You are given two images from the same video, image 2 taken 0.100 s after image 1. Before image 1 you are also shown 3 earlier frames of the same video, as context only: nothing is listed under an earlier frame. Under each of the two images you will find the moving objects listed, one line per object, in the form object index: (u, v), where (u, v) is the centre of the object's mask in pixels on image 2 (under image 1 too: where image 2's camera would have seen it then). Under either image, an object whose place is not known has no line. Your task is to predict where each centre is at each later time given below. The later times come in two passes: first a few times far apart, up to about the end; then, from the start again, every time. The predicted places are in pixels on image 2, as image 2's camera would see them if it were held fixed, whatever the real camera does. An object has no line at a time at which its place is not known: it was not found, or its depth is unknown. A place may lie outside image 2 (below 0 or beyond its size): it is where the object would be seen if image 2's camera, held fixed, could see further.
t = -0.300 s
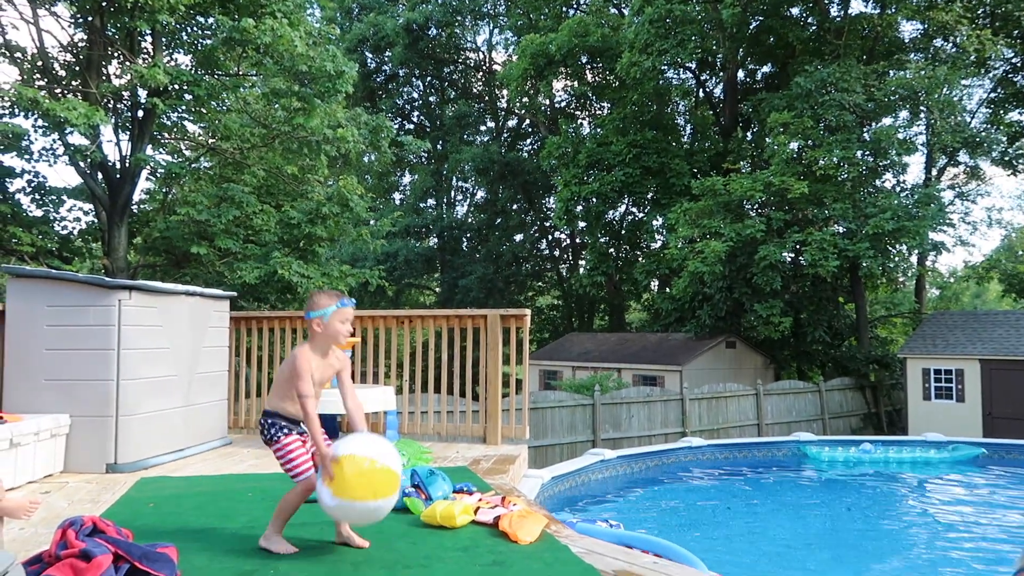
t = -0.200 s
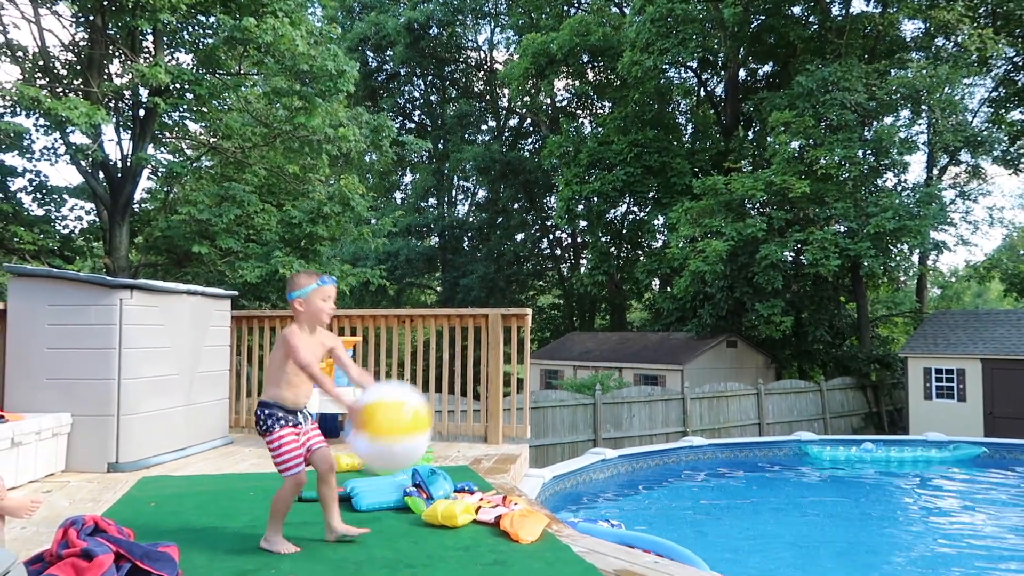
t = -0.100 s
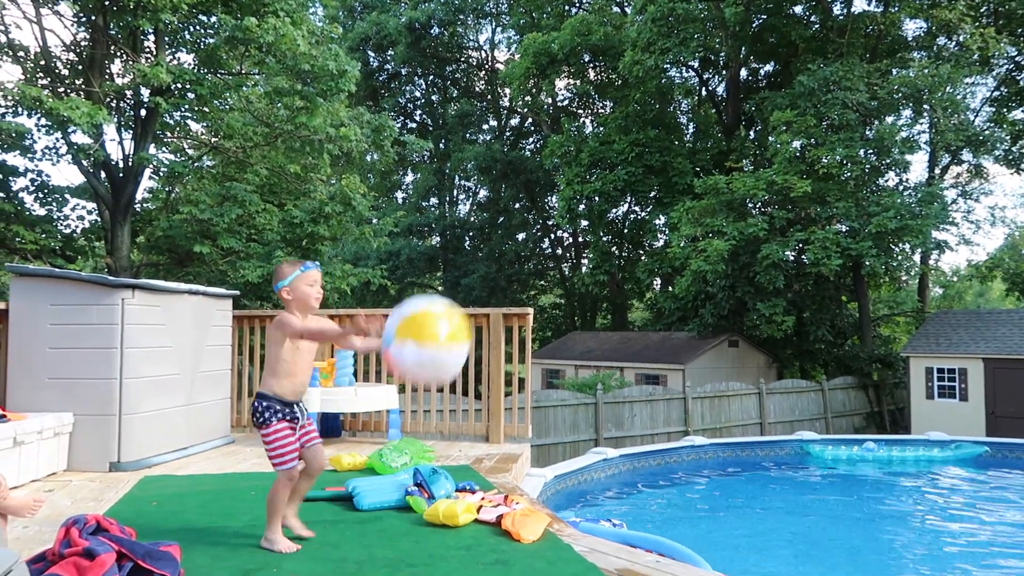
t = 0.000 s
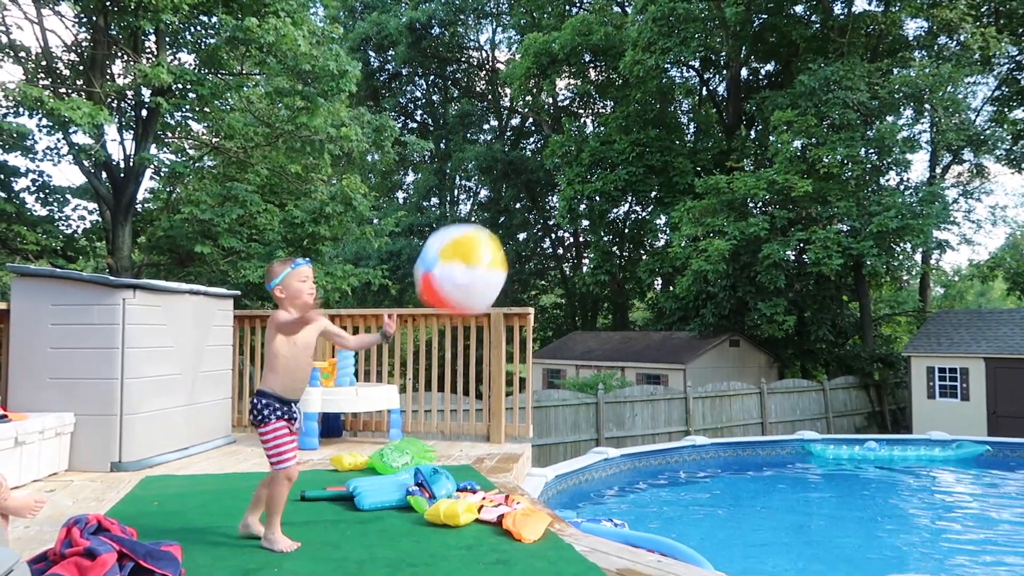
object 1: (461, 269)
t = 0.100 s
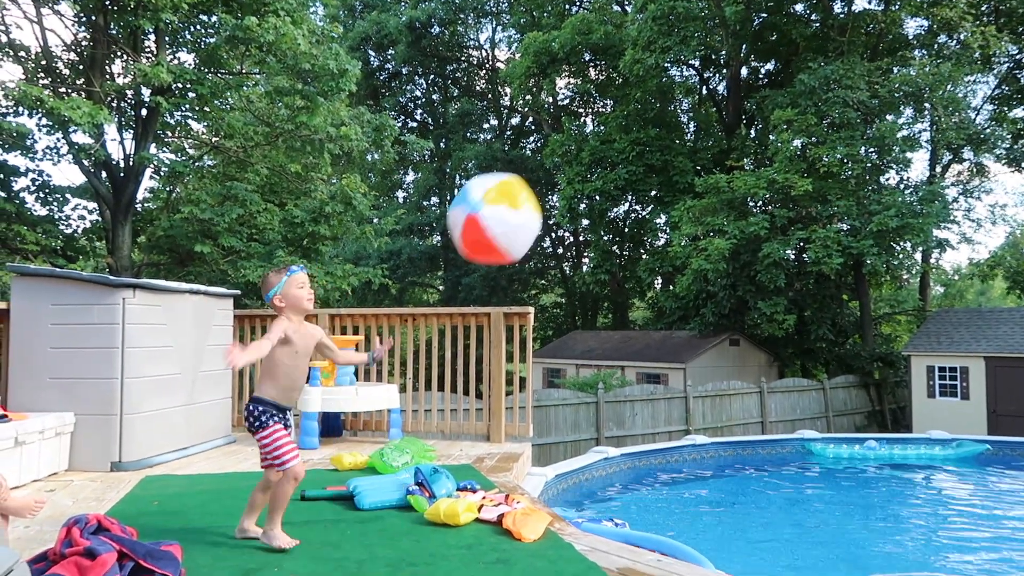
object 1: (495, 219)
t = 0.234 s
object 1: (541, 180)
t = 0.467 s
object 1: (620, 193)
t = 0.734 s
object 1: (714, 341)
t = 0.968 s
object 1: (779, 550)
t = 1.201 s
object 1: (806, 549)
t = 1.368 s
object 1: (808, 550)
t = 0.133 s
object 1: (507, 206)
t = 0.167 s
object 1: (518, 196)
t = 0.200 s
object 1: (530, 186)
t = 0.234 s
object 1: (541, 180)
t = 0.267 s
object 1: (553, 175)
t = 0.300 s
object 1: (565, 173)
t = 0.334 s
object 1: (576, 173)
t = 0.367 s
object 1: (586, 175)
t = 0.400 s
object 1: (598, 178)
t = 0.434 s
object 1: (609, 185)
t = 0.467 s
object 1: (620, 193)
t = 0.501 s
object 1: (632, 203)
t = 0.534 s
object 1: (644, 216)
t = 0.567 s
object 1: (655, 231)
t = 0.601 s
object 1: (667, 249)
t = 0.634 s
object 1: (679, 268)
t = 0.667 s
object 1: (691, 290)
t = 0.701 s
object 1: (702, 314)
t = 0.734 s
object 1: (714, 341)
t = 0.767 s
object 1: (725, 371)
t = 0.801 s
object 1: (736, 404)
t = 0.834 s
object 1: (747, 440)
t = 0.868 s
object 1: (757, 478)
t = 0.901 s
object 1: (766, 517)
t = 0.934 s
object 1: (775, 546)
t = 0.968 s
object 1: (779, 550)
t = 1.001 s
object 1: (784, 548)
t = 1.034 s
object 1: (788, 547)
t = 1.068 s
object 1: (792, 547)
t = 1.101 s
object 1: (796, 548)
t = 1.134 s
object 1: (800, 548)
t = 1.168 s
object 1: (803, 549)
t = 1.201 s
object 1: (806, 549)
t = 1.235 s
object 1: (806, 549)
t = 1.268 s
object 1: (807, 549)
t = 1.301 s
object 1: (809, 550)
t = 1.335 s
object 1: (808, 550)
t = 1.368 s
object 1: (808, 550)
